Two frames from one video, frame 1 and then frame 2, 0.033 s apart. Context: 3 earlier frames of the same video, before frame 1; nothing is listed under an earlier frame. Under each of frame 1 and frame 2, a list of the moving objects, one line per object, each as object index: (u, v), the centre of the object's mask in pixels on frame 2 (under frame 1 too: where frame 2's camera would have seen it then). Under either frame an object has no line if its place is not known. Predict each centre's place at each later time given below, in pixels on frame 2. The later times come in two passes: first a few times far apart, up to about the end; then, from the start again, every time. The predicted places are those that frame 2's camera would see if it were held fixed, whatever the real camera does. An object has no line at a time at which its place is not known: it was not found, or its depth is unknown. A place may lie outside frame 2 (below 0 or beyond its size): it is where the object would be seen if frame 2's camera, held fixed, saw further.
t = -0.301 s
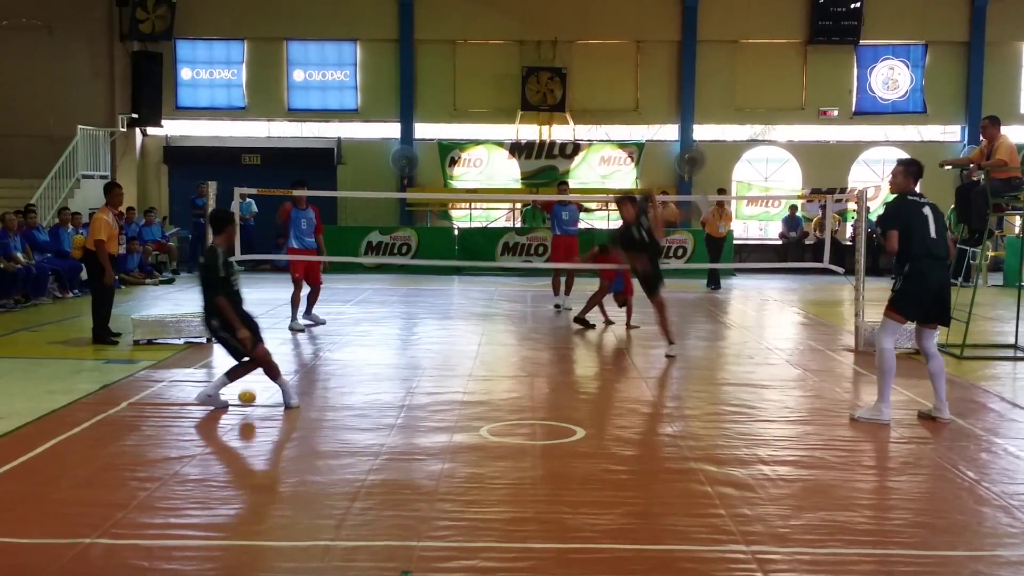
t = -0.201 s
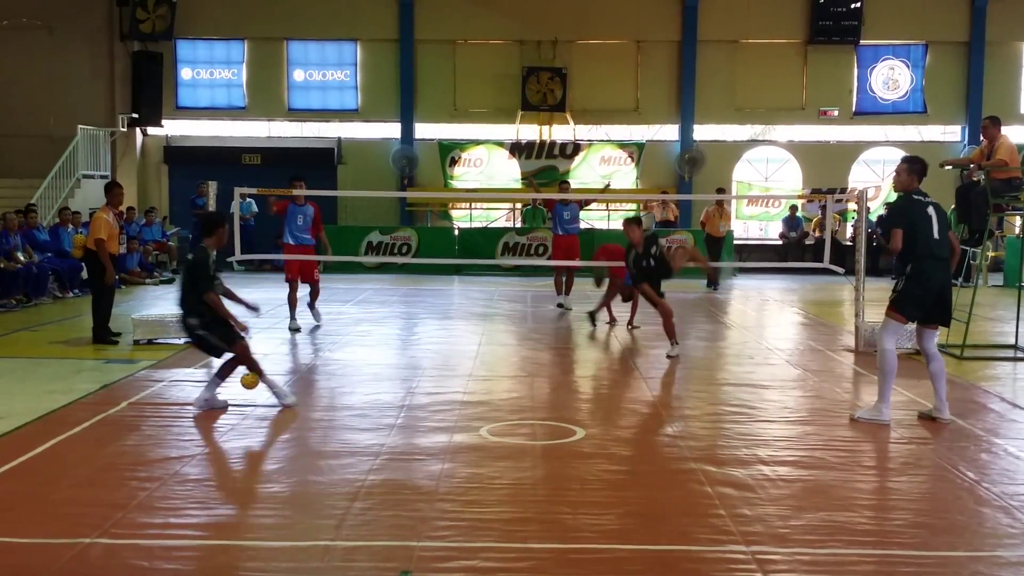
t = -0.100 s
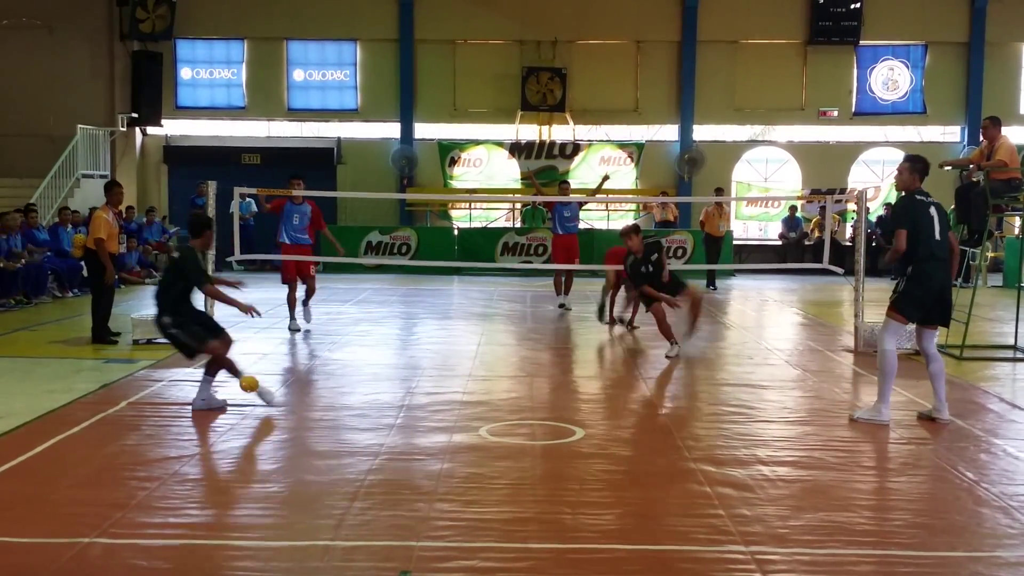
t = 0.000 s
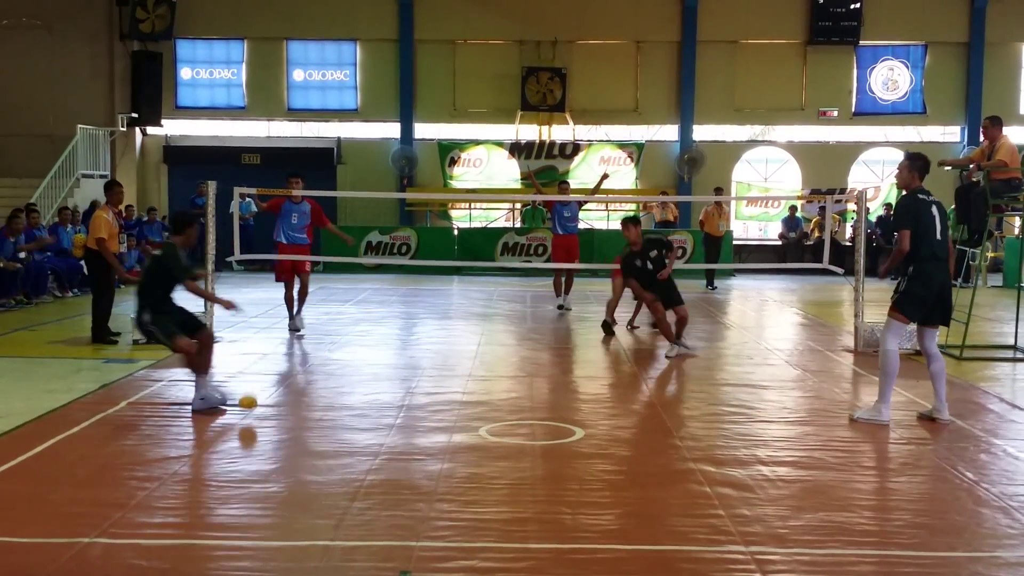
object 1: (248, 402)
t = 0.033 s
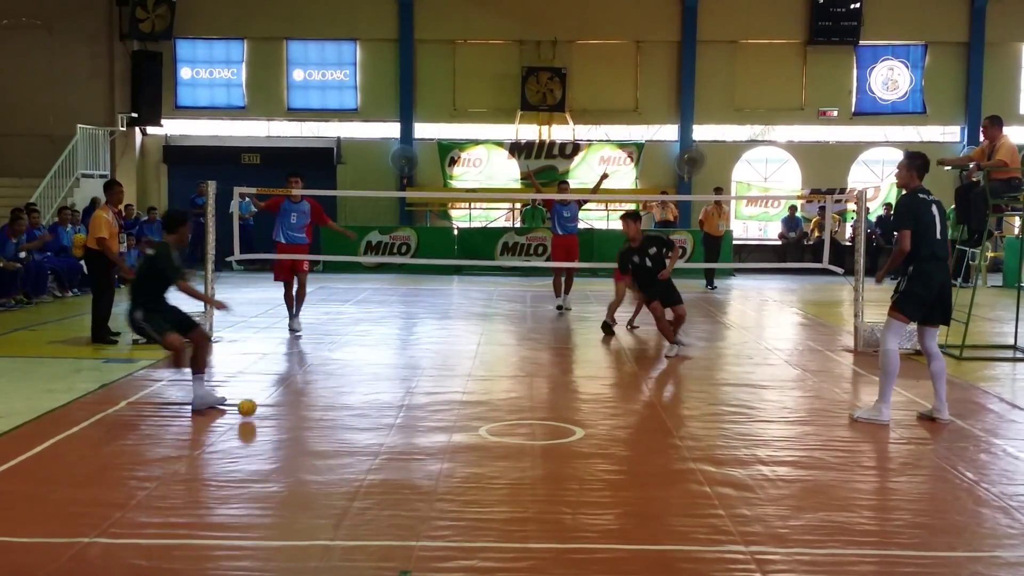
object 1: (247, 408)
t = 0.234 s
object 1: (239, 401)
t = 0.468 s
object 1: (231, 413)
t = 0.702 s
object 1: (221, 421)
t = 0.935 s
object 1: (212, 427)
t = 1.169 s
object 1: (203, 431)
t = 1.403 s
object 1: (196, 436)
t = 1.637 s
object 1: (188, 440)
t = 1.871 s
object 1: (180, 443)
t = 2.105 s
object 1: (171, 446)
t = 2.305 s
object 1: (167, 449)
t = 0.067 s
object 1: (246, 403)
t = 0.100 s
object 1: (244, 400)
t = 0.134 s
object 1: (243, 398)
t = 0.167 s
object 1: (242, 397)
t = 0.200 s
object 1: (241, 398)
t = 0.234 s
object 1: (239, 401)
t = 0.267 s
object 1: (238, 405)
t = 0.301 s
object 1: (237, 411)
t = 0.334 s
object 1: (236, 412)
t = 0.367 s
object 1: (235, 410)
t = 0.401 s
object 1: (234, 410)
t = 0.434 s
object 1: (233, 410)
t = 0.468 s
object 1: (231, 413)
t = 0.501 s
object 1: (230, 417)
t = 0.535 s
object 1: (229, 416)
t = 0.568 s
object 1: (228, 416)
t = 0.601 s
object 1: (226, 417)
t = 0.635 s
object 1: (225, 420)
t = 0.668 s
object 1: (223, 420)
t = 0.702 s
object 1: (221, 421)
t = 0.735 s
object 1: (220, 422)
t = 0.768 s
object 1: (218, 423)
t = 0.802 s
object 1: (217, 424)
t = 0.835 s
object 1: (216, 425)
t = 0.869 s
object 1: (214, 426)
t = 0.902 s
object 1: (213, 426)
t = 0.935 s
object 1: (212, 427)
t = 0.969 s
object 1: (210, 428)
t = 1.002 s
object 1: (209, 428)
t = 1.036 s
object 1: (208, 429)
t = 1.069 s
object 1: (206, 429)
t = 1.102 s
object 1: (205, 430)
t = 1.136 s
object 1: (204, 430)
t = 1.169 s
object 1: (203, 431)
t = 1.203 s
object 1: (202, 432)
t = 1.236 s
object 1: (201, 433)
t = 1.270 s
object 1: (200, 433)
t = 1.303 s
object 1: (199, 434)
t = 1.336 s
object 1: (198, 435)
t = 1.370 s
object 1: (196, 435)
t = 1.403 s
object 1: (196, 436)
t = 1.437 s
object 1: (195, 437)
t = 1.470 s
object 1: (194, 437)
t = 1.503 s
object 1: (192, 438)
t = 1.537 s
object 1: (191, 438)
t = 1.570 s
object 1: (190, 439)
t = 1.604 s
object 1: (189, 440)
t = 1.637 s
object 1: (188, 440)
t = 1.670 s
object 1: (187, 441)
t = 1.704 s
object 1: (187, 441)
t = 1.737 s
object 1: (185, 442)
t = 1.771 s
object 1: (184, 442)
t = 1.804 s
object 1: (183, 443)
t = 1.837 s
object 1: (182, 443)
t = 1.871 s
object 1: (180, 443)
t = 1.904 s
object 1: (179, 443)
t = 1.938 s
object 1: (178, 444)
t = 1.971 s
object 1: (176, 444)
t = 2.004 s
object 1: (175, 445)
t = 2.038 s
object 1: (174, 445)
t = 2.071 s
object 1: (172, 445)
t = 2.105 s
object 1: (171, 446)
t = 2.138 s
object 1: (170, 446)
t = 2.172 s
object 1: (169, 447)
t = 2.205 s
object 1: (168, 447)
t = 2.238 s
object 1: (168, 448)
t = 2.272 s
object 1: (167, 449)
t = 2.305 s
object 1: (167, 449)
